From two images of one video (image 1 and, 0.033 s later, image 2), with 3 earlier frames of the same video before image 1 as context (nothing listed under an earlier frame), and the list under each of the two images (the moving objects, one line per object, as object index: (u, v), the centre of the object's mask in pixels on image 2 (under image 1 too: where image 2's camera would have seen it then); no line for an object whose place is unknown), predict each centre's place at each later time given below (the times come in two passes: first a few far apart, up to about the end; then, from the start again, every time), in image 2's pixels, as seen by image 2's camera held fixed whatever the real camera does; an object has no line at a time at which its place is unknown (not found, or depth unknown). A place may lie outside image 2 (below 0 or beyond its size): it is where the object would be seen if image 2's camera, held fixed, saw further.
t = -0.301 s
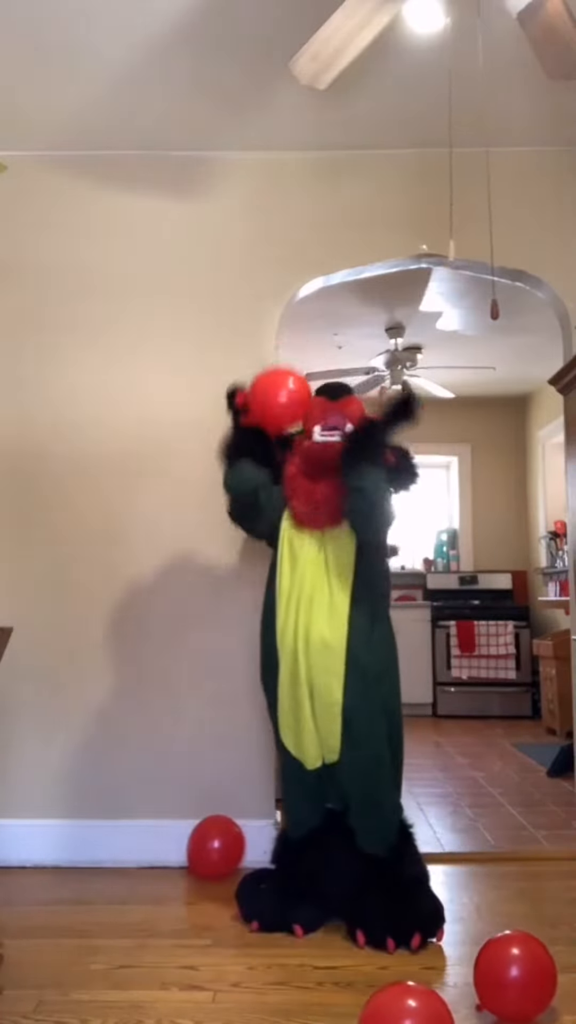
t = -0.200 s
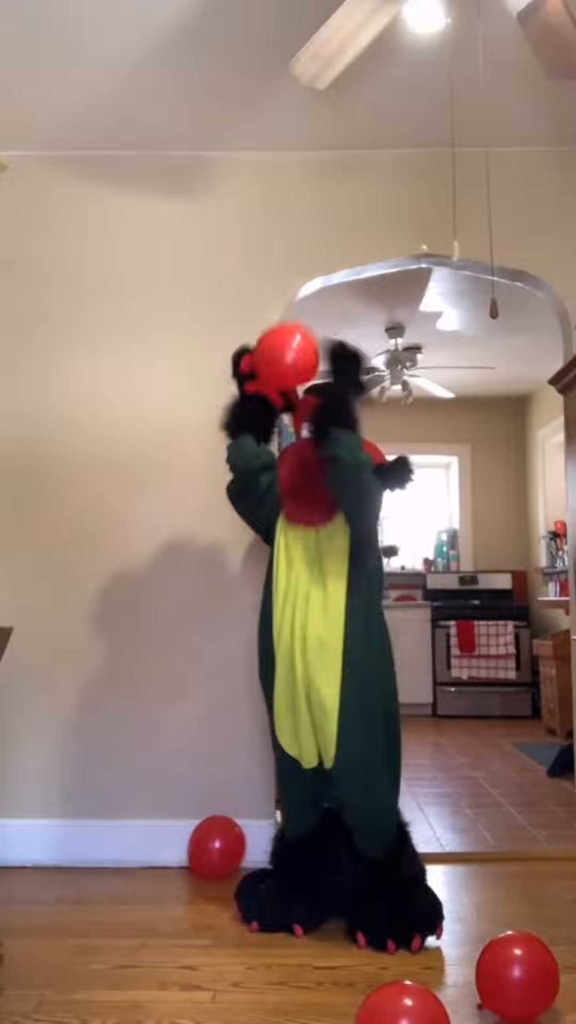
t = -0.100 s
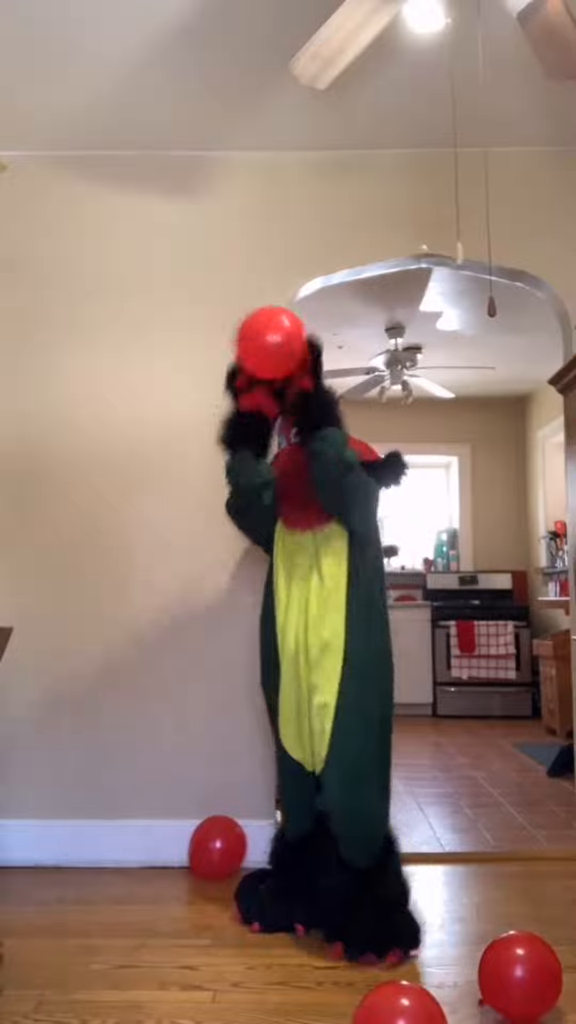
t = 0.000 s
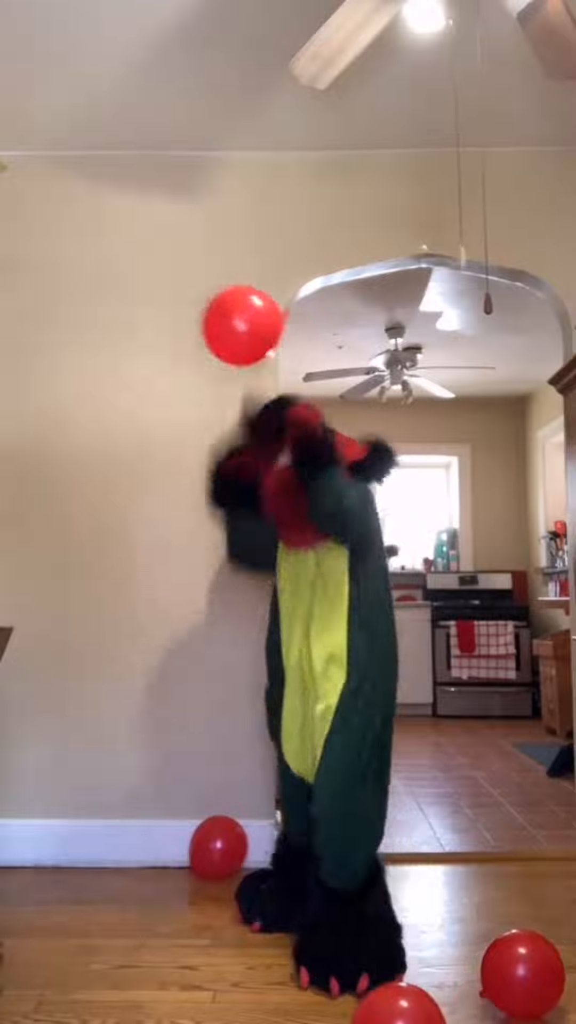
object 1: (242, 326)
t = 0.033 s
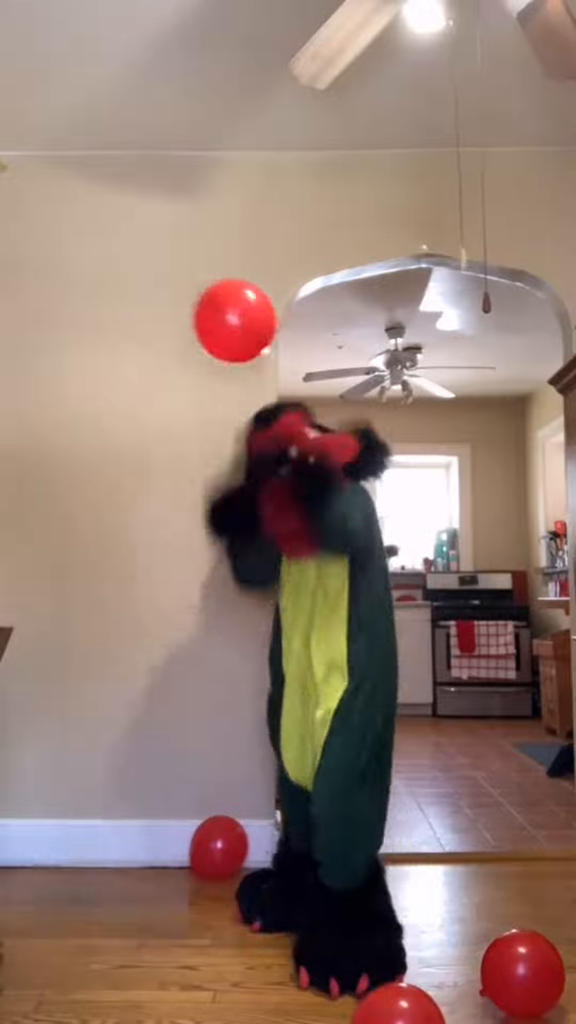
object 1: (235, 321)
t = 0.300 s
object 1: (184, 348)
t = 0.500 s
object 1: (146, 412)
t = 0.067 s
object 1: (228, 318)
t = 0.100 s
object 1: (223, 318)
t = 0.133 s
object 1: (216, 319)
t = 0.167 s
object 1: (210, 322)
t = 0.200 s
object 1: (204, 327)
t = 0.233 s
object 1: (198, 333)
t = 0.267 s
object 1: (191, 340)
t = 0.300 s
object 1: (184, 348)
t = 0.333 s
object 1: (177, 357)
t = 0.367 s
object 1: (171, 367)
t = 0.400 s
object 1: (164, 377)
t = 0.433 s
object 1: (158, 387)
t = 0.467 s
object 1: (152, 399)
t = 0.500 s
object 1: (146, 412)
